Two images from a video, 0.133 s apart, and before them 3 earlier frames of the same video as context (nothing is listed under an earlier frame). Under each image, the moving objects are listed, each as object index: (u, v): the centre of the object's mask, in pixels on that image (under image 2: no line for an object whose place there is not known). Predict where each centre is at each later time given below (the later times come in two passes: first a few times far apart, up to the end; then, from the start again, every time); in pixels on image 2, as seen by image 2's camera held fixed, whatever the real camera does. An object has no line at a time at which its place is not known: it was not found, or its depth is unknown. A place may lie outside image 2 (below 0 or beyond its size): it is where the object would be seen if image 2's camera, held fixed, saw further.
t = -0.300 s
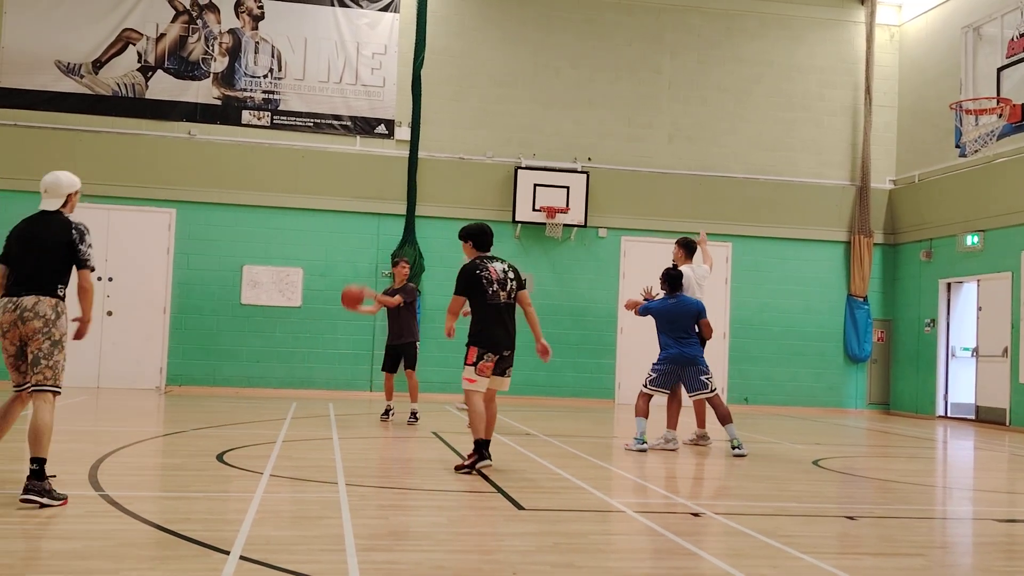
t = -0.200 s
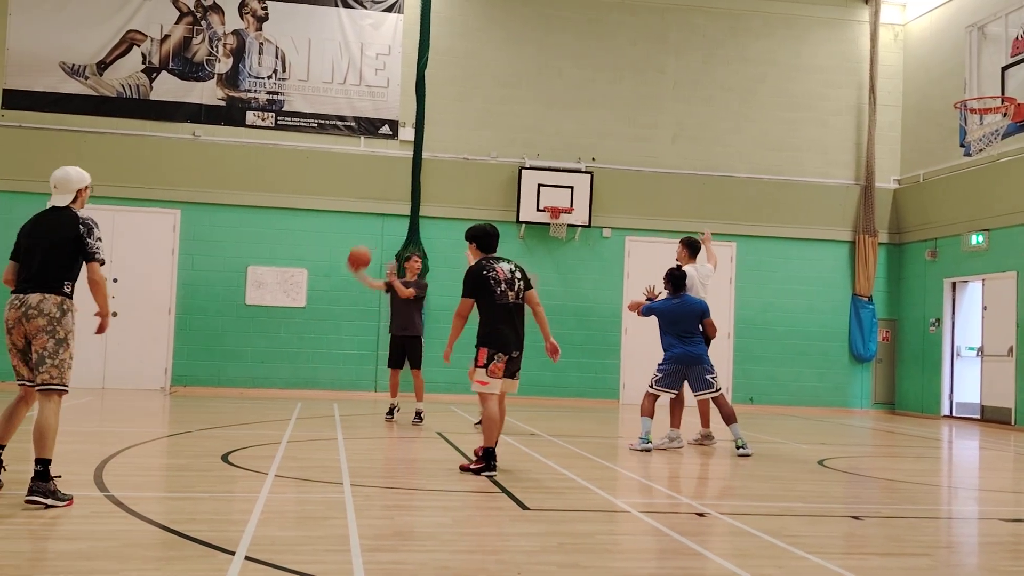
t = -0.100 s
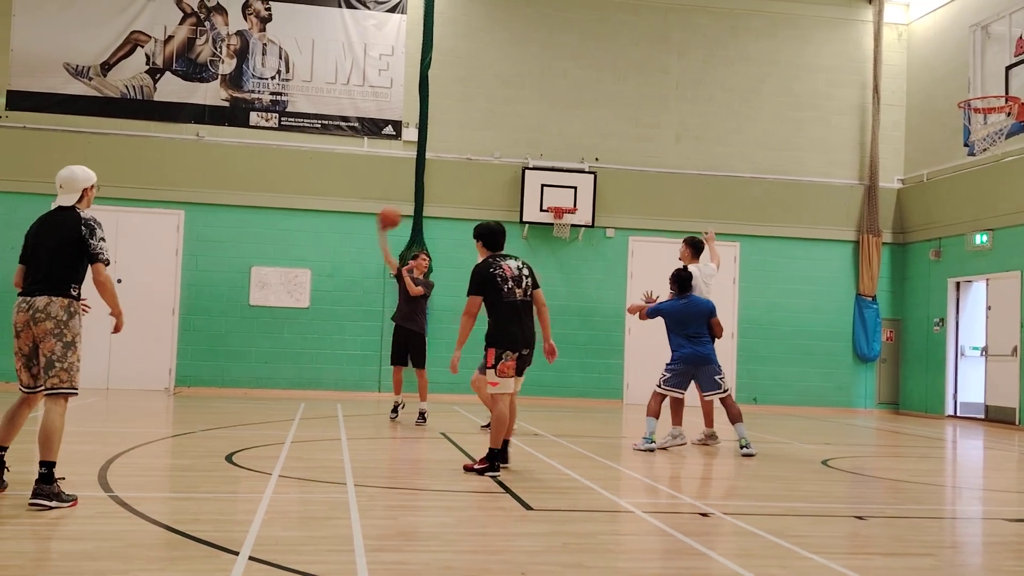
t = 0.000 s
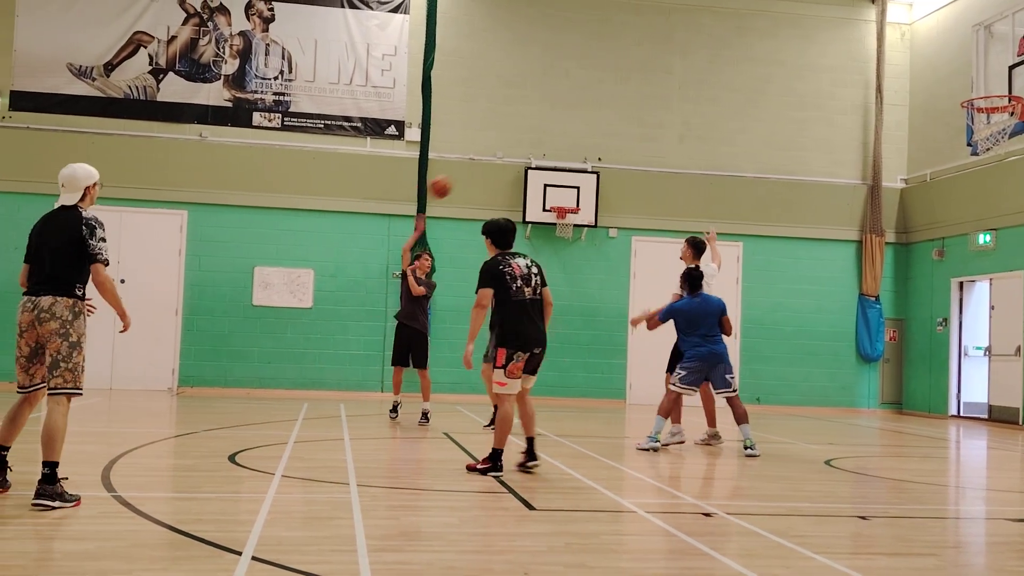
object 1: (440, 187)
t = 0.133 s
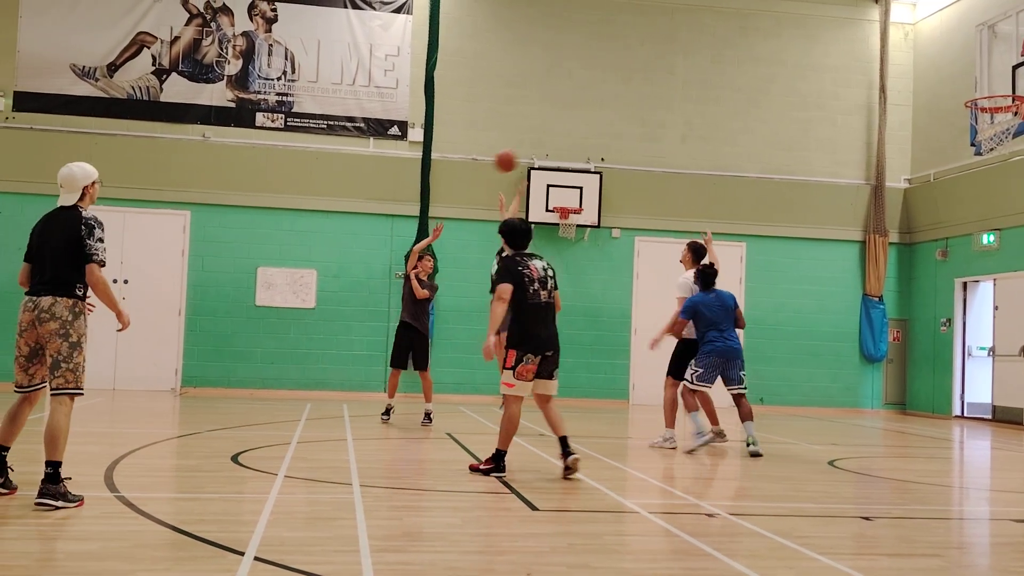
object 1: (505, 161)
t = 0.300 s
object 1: (583, 150)
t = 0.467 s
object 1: (658, 165)
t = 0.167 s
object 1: (521, 157)
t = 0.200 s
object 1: (537, 154)
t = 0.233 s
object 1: (552, 152)
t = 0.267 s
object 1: (567, 151)
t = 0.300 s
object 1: (583, 150)
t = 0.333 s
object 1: (599, 151)
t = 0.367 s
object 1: (614, 154)
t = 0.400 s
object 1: (629, 156)
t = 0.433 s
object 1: (644, 161)
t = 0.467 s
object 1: (658, 165)
